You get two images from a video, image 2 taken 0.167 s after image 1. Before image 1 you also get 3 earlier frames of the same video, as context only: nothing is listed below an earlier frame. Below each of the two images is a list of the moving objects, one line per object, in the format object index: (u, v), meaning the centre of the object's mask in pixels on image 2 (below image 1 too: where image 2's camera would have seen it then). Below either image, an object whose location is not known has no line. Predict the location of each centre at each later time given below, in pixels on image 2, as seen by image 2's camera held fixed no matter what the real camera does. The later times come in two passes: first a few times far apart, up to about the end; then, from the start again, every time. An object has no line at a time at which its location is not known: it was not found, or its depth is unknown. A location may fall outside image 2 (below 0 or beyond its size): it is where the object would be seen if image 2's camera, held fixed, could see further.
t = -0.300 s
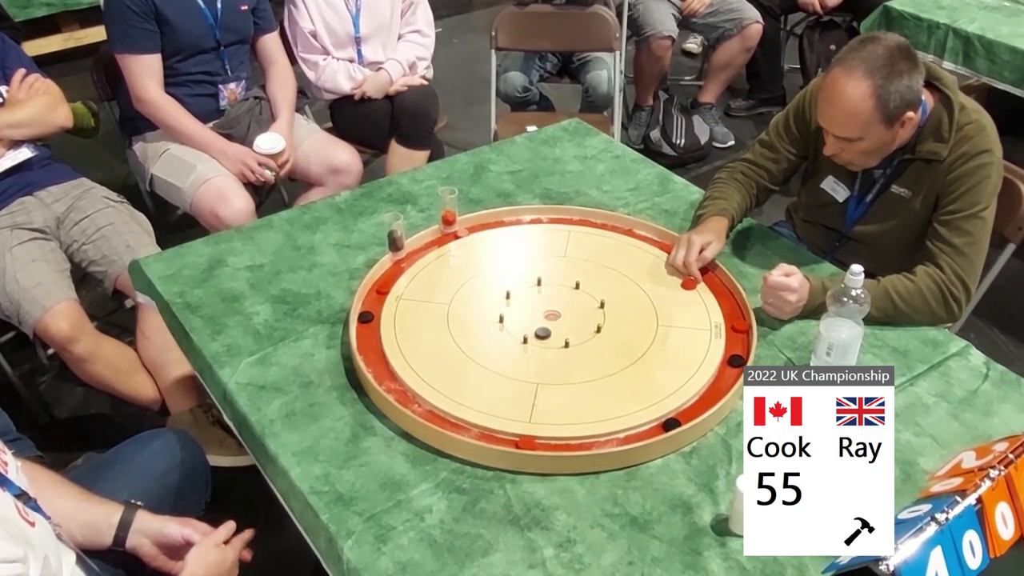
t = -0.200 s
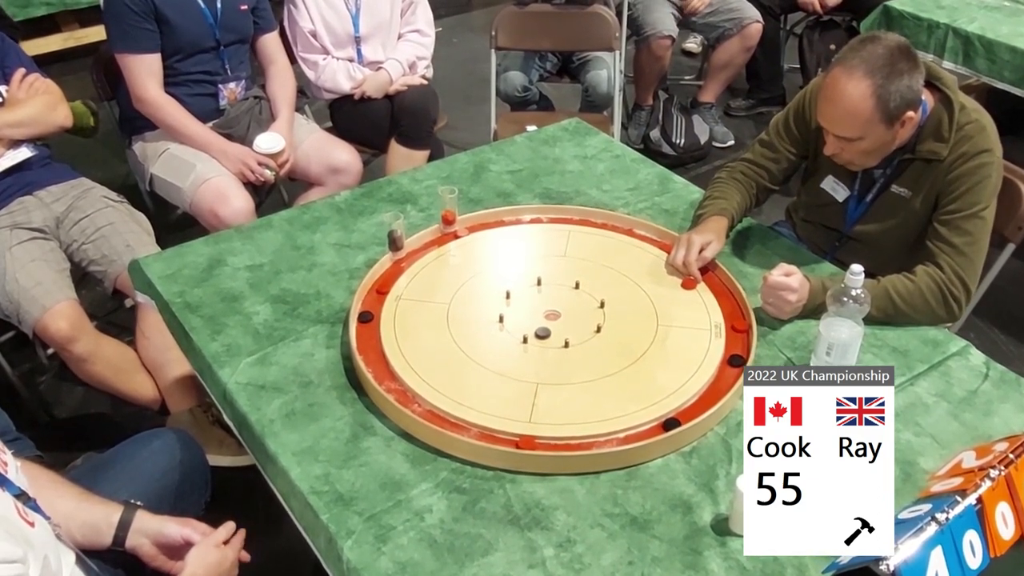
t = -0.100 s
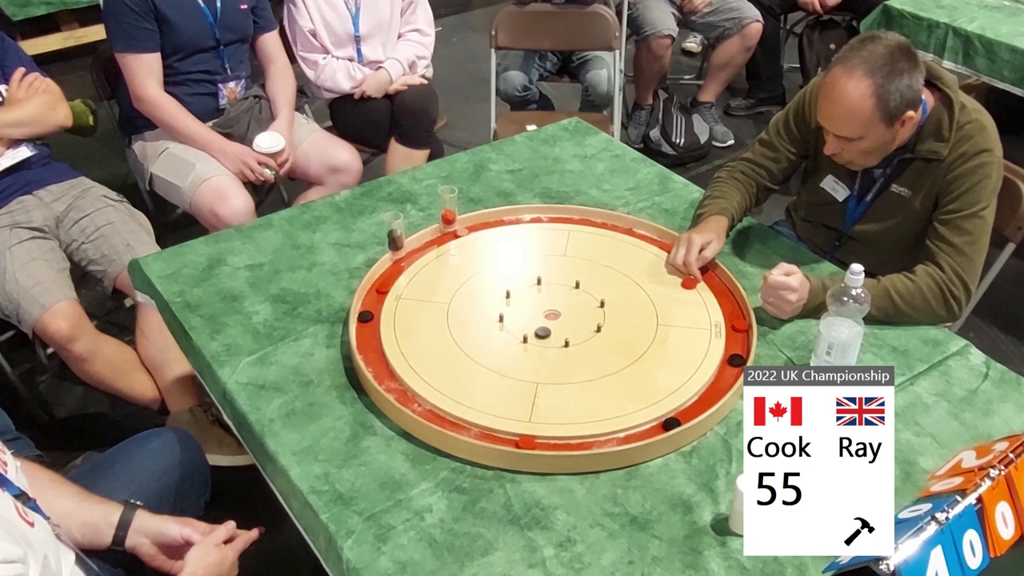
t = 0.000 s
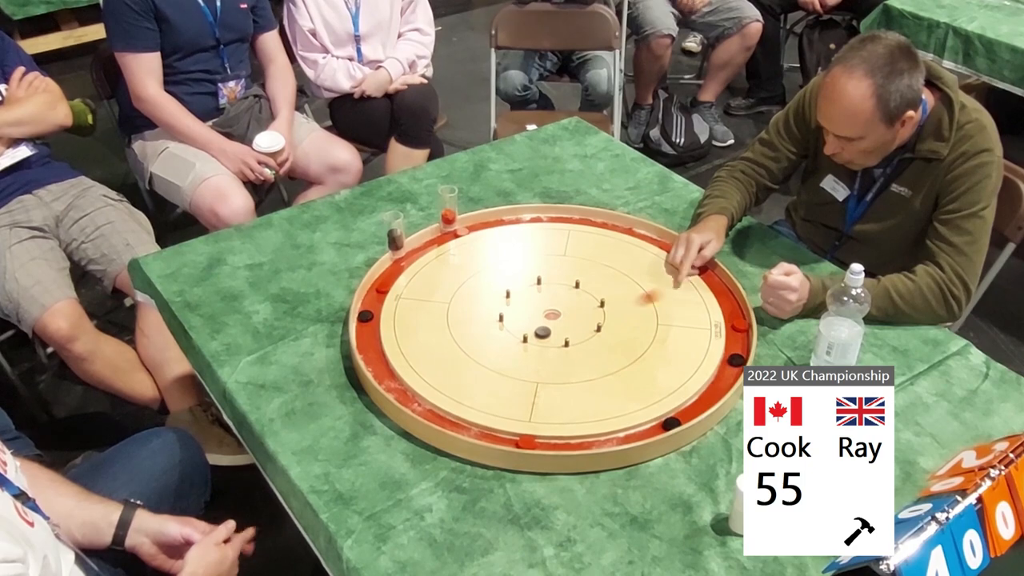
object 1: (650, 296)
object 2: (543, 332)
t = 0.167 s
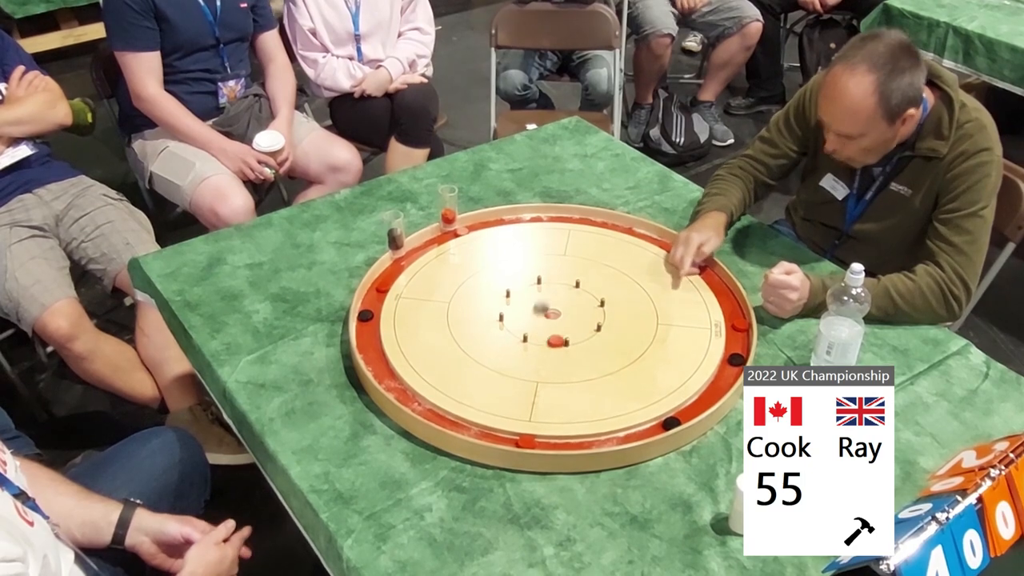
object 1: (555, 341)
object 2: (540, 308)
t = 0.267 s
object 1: (552, 354)
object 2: (554, 272)
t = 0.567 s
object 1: (548, 372)
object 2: (581, 219)
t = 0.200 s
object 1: (554, 346)
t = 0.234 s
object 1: (553, 350)
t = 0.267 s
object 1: (552, 354)
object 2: (554, 272)
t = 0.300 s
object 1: (550, 357)
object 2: (558, 261)
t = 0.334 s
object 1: (550, 360)
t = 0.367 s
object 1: (549, 363)
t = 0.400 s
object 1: (549, 366)
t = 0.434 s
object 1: (548, 368)
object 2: (573, 224)
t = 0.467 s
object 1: (548, 369)
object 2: (576, 218)
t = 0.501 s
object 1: (548, 371)
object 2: (580, 220)
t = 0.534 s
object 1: (548, 372)
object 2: (581, 219)
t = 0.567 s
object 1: (548, 372)
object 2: (581, 219)
